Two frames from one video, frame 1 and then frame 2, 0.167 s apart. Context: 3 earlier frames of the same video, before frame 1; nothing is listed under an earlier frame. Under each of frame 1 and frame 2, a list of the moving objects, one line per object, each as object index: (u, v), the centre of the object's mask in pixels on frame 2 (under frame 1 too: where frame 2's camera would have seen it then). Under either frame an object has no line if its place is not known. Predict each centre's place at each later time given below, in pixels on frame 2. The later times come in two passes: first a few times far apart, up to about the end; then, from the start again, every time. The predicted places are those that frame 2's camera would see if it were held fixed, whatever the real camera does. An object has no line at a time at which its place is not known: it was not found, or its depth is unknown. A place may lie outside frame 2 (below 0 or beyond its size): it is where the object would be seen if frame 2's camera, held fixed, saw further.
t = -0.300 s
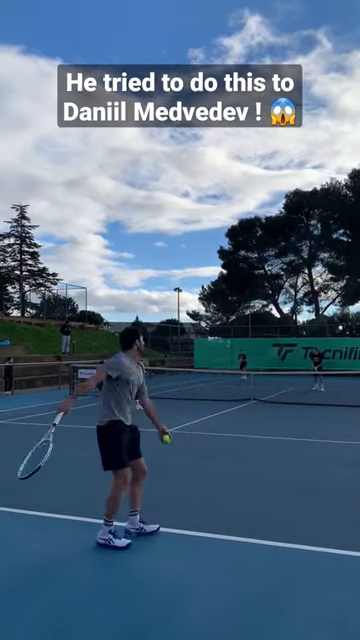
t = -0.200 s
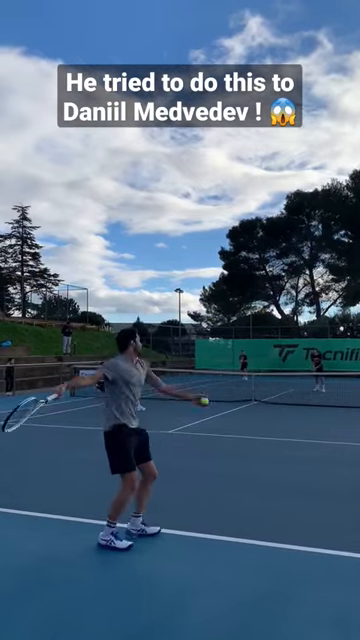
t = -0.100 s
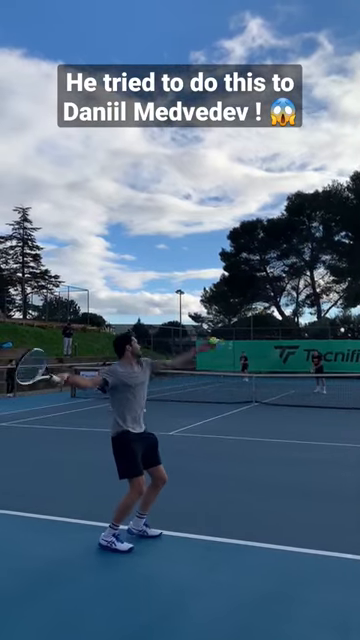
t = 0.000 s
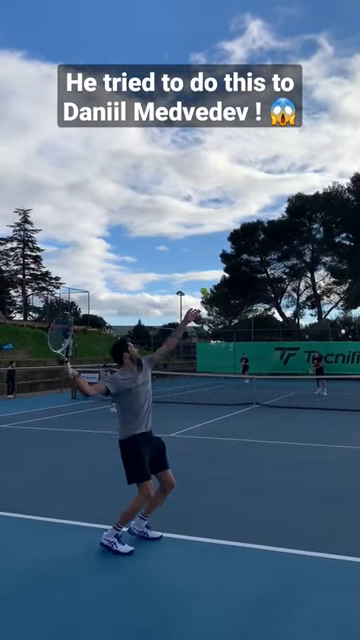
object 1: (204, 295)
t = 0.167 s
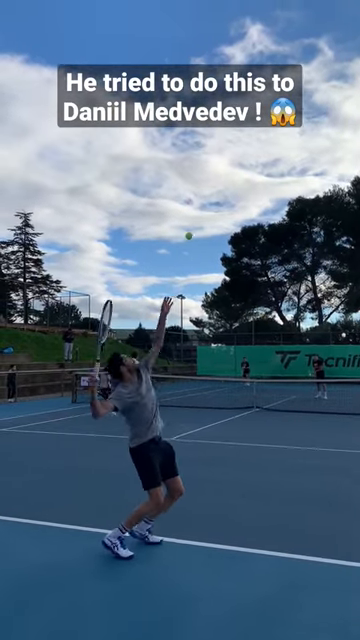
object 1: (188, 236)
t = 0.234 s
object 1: (183, 221)
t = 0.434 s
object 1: (166, 204)
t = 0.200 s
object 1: (186, 227)
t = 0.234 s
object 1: (183, 221)
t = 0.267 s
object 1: (180, 215)
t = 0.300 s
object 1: (177, 210)
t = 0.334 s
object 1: (174, 207)
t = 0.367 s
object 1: (171, 205)
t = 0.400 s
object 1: (169, 204)
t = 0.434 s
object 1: (166, 204)
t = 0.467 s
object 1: (163, 205)
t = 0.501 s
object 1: (161, 208)
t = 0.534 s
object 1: (158, 211)
